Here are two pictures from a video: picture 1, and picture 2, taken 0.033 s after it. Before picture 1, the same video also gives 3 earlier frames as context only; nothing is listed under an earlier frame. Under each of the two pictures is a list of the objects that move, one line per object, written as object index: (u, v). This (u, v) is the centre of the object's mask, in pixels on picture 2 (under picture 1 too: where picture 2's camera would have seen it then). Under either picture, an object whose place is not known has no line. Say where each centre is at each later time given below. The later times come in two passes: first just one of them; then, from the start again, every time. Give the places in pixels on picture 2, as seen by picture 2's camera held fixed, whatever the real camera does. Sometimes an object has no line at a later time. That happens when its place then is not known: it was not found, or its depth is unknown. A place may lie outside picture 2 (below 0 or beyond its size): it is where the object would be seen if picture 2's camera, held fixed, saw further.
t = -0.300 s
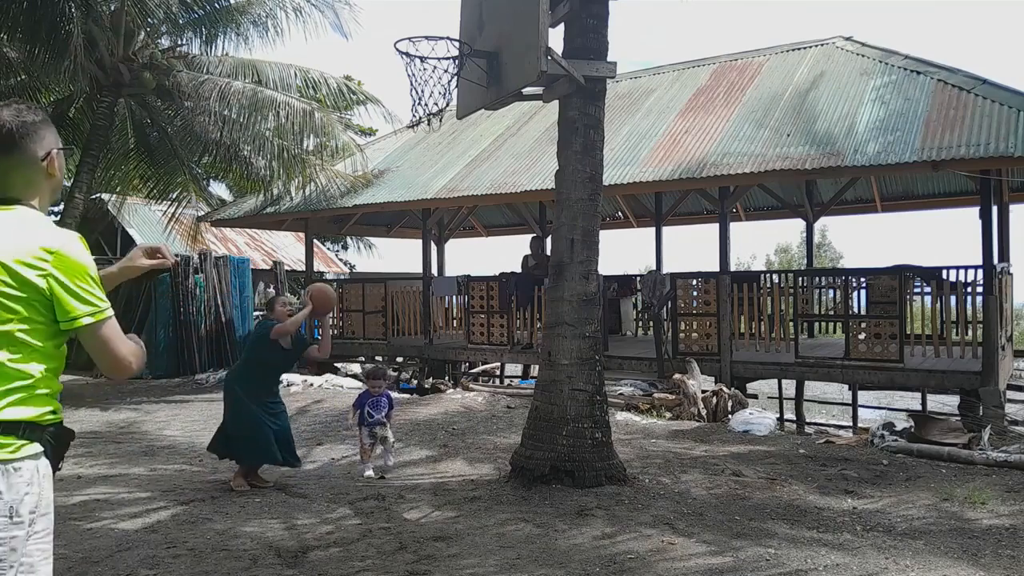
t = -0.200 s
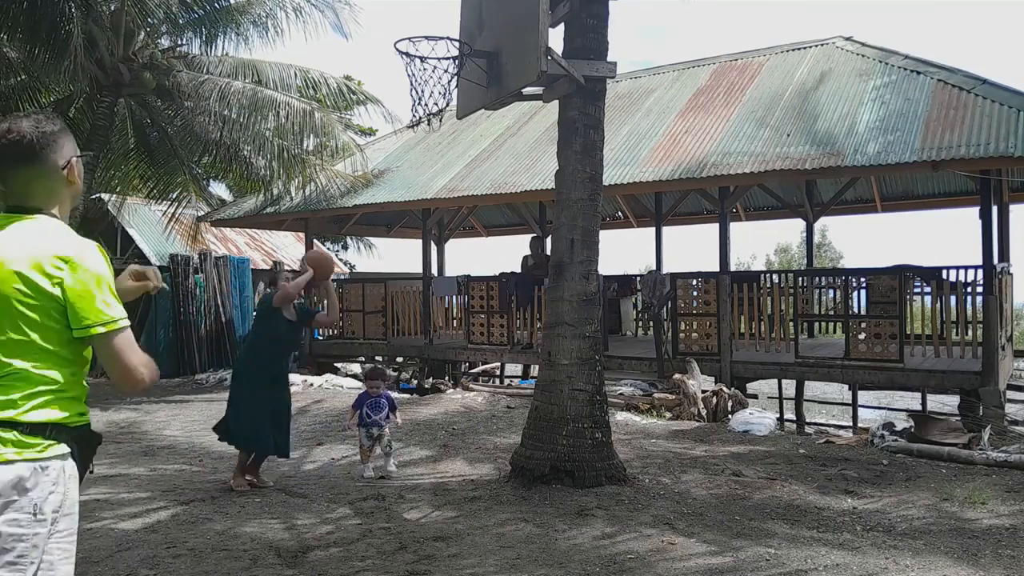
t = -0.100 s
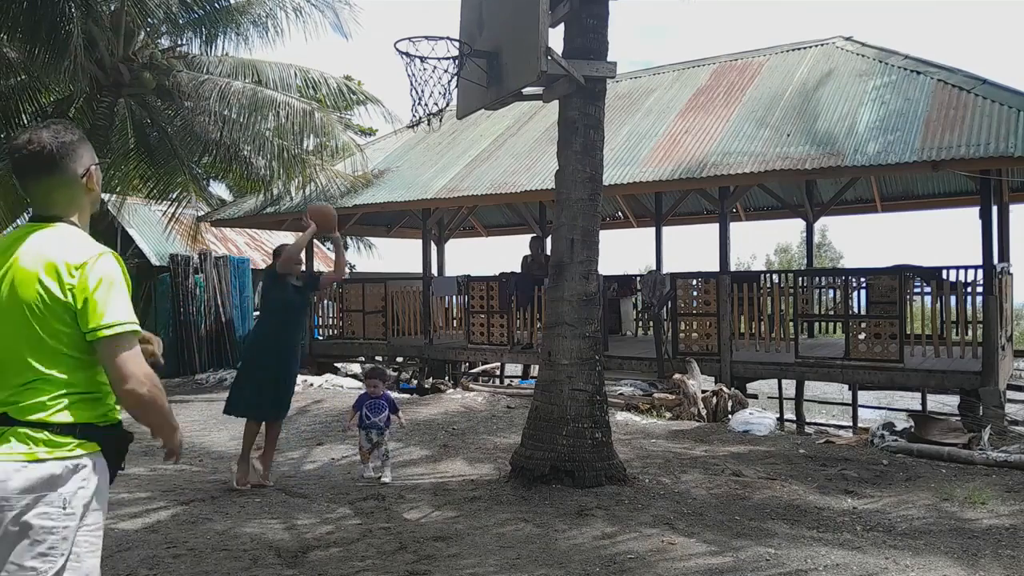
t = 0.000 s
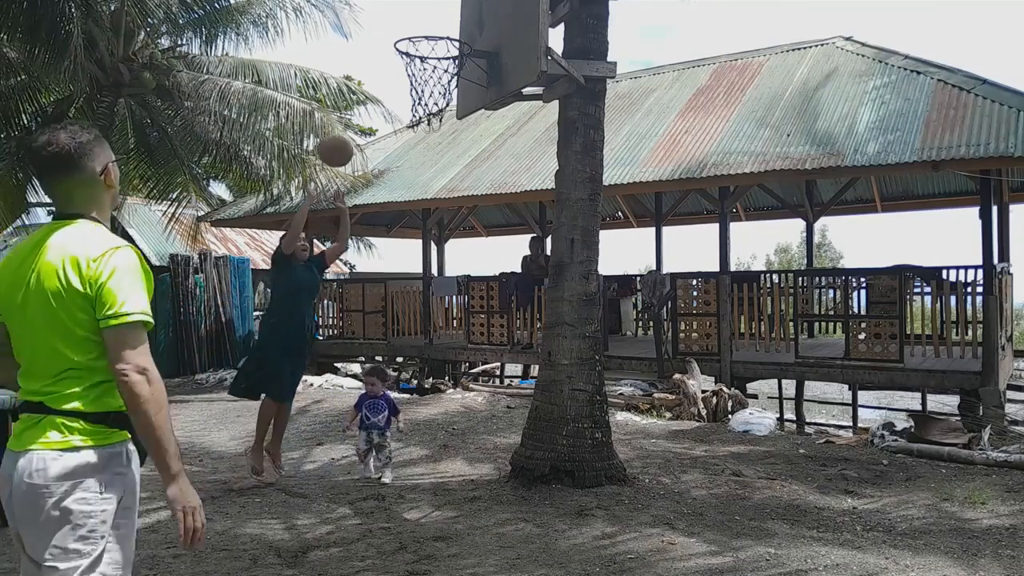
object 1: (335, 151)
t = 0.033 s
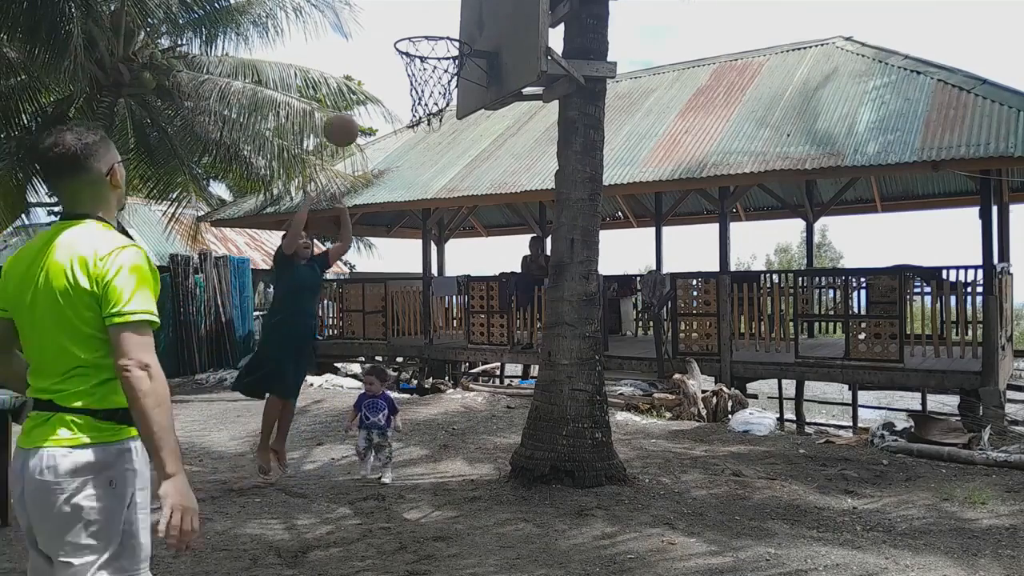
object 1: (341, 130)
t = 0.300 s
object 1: (389, 14)
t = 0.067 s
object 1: (347, 111)
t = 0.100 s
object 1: (352, 92)
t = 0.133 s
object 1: (358, 75)
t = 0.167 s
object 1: (364, 60)
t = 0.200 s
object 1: (370, 46)
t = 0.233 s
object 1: (376, 33)
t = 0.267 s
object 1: (382, 22)
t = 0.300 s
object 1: (389, 14)
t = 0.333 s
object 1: (395, 10)
